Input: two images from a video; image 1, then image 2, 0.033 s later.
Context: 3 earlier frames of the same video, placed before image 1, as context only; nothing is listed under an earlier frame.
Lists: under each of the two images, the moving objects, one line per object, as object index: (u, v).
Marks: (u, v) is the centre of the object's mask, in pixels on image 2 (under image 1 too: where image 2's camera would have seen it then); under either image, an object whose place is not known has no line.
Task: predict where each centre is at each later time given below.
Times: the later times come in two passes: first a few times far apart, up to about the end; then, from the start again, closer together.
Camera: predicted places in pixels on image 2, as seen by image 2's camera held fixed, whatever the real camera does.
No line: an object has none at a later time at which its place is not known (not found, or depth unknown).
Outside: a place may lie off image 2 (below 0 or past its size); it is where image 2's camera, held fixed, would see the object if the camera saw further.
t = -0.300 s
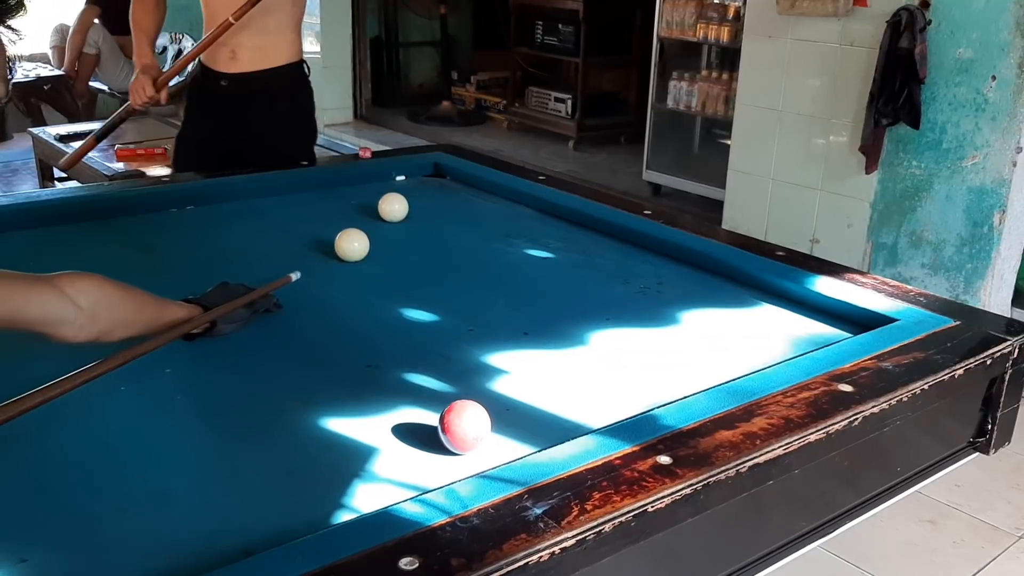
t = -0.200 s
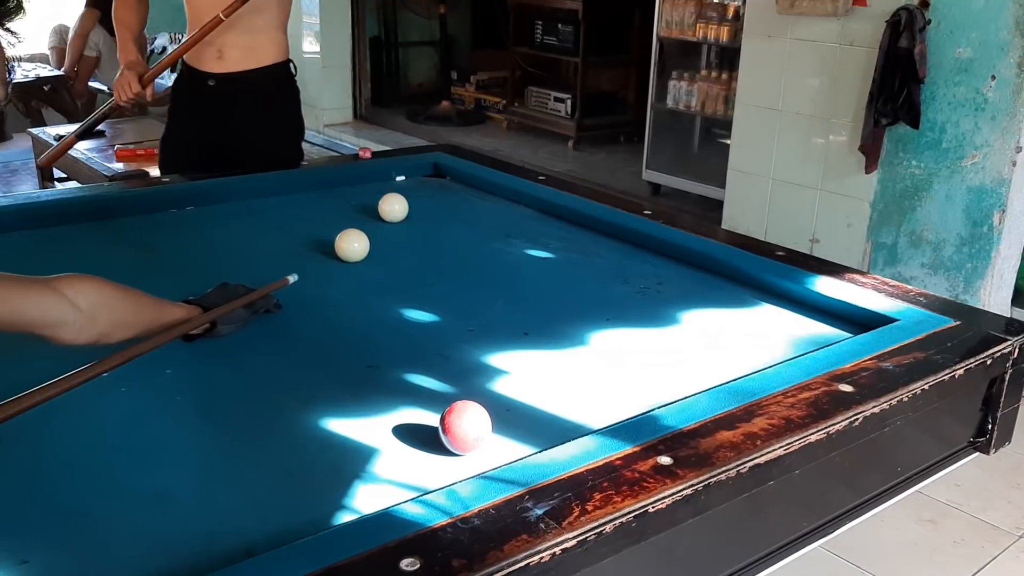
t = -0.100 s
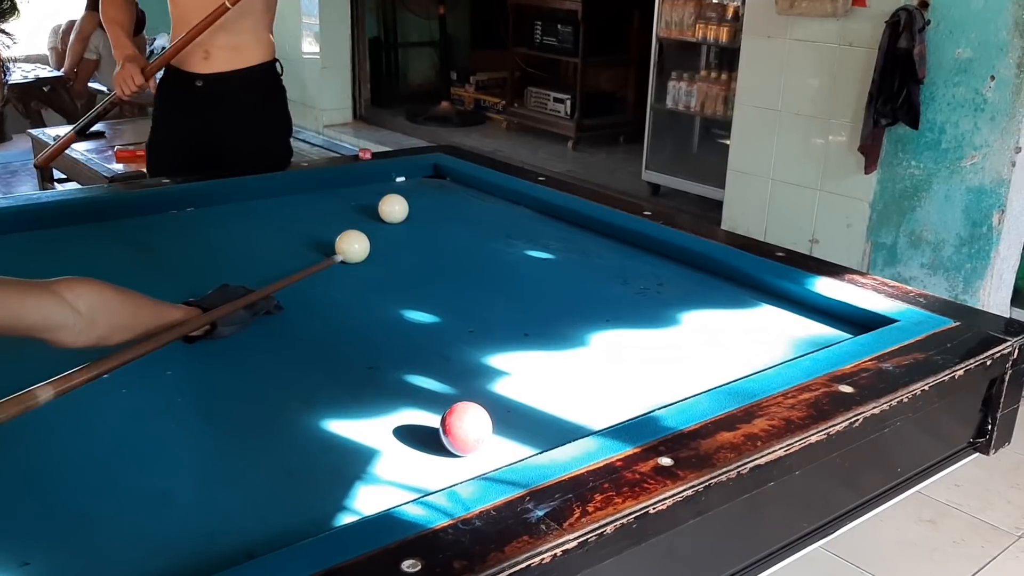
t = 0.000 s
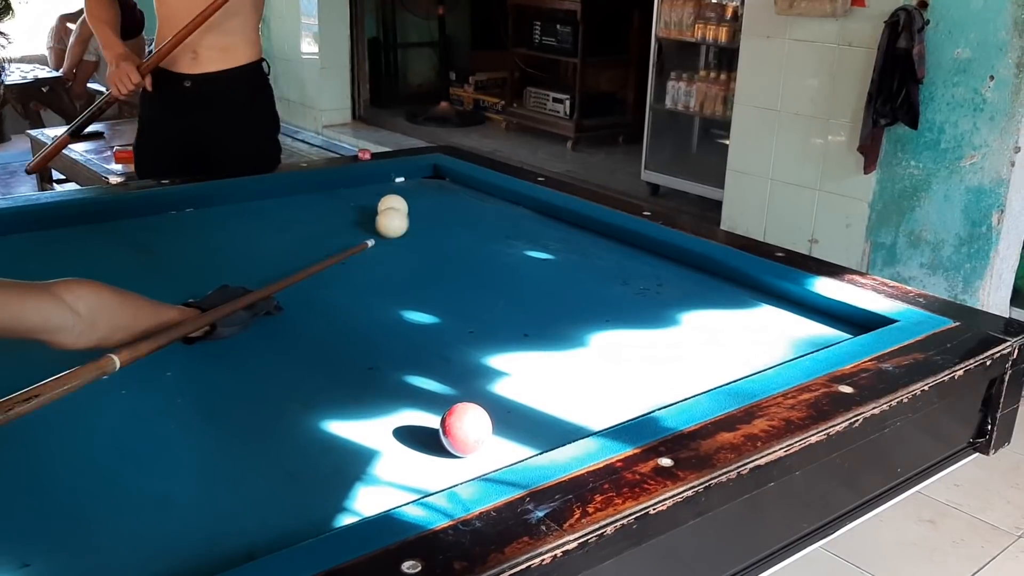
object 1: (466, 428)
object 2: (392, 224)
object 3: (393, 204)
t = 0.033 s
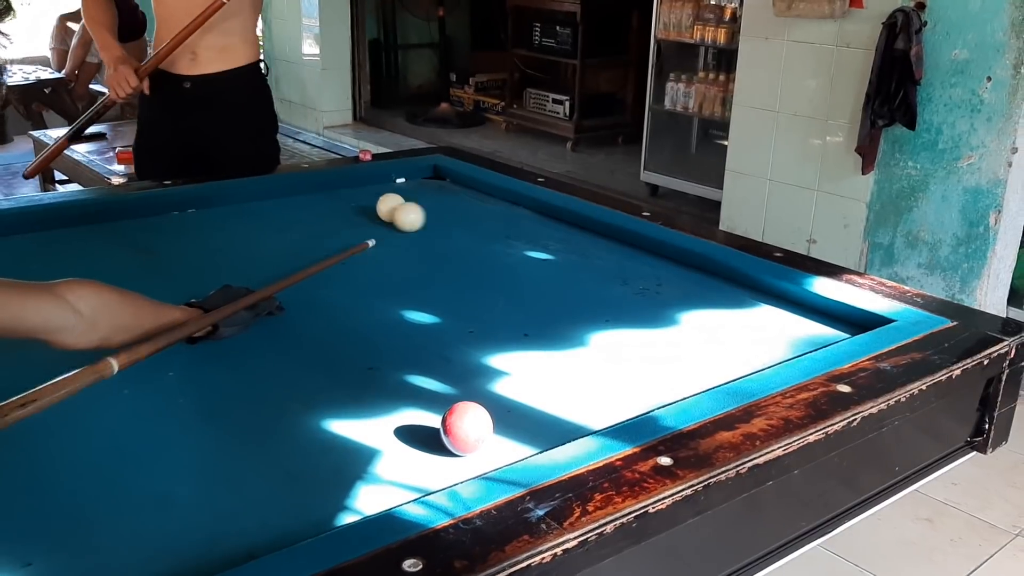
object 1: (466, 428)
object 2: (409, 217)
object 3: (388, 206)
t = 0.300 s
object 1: (466, 428)
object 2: (529, 205)
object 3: (365, 181)
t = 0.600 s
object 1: (466, 428)
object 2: (518, 231)
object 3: (416, 195)
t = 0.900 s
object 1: (466, 428)
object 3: (469, 210)
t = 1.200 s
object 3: (525, 225)
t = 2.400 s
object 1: (462, 455)
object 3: (784, 297)
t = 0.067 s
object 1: (466, 428)
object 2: (428, 215)
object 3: (385, 202)
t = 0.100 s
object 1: (466, 428)
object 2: (444, 214)
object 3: (379, 197)
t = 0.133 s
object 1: (466, 428)
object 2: (460, 212)
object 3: (374, 193)
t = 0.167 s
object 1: (466, 428)
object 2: (474, 211)
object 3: (369, 189)
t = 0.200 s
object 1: (466, 428)
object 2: (488, 210)
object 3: (365, 186)
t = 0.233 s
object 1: (466, 428)
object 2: (502, 208)
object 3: (362, 183)
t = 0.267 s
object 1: (466, 428)
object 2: (516, 207)
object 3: (359, 180)
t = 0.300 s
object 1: (466, 428)
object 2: (529, 205)
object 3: (365, 181)
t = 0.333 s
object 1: (466, 428)
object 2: (529, 208)
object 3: (371, 183)
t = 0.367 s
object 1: (466, 428)
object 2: (527, 211)
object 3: (376, 185)
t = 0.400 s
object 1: (466, 428)
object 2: (525, 214)
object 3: (382, 186)
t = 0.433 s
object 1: (466, 428)
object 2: (524, 216)
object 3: (388, 188)
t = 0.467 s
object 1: (466, 428)
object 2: (523, 219)
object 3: (393, 189)
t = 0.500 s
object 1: (466, 428)
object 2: (522, 222)
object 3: (399, 190)
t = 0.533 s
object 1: (466, 428)
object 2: (521, 225)
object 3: (404, 192)
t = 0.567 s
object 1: (466, 428)
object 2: (519, 228)
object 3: (410, 194)
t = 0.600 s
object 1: (466, 428)
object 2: (518, 231)
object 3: (416, 195)
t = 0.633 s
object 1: (466, 428)
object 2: (517, 234)
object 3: (422, 197)
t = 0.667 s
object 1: (466, 428)
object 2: (515, 237)
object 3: (427, 198)
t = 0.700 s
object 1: (466, 428)
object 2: (514, 241)
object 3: (433, 200)
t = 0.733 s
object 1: (466, 428)
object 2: (513, 244)
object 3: (439, 202)
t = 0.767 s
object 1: (466, 428)
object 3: (445, 203)
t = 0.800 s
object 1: (466, 428)
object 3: (451, 205)
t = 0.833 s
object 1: (466, 428)
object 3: (457, 206)
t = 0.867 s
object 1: (466, 428)
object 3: (463, 208)
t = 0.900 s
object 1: (466, 428)
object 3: (469, 210)
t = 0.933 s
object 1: (466, 428)
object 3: (475, 211)
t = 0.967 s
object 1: (466, 428)
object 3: (481, 213)
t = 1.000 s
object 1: (466, 428)
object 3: (487, 215)
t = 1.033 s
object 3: (493, 217)
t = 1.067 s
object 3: (499, 218)
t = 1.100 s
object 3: (506, 220)
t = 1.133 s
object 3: (512, 222)
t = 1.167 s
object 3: (518, 223)
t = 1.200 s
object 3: (525, 225)
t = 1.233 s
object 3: (531, 227)
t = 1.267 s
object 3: (537, 228)
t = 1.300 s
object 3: (544, 230)
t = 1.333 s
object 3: (551, 232)
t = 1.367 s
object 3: (557, 234)
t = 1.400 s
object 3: (564, 236)
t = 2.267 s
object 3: (761, 287)
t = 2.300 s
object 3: (767, 290)
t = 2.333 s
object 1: (468, 456)
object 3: (773, 292)
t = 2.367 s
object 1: (465, 456)
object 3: (778, 295)
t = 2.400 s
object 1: (462, 455)
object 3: (784, 297)
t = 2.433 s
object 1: (458, 455)
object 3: (790, 299)
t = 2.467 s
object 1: (455, 453)
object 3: (795, 302)
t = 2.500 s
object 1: (451, 452)
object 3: (801, 304)
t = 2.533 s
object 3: (806, 306)
